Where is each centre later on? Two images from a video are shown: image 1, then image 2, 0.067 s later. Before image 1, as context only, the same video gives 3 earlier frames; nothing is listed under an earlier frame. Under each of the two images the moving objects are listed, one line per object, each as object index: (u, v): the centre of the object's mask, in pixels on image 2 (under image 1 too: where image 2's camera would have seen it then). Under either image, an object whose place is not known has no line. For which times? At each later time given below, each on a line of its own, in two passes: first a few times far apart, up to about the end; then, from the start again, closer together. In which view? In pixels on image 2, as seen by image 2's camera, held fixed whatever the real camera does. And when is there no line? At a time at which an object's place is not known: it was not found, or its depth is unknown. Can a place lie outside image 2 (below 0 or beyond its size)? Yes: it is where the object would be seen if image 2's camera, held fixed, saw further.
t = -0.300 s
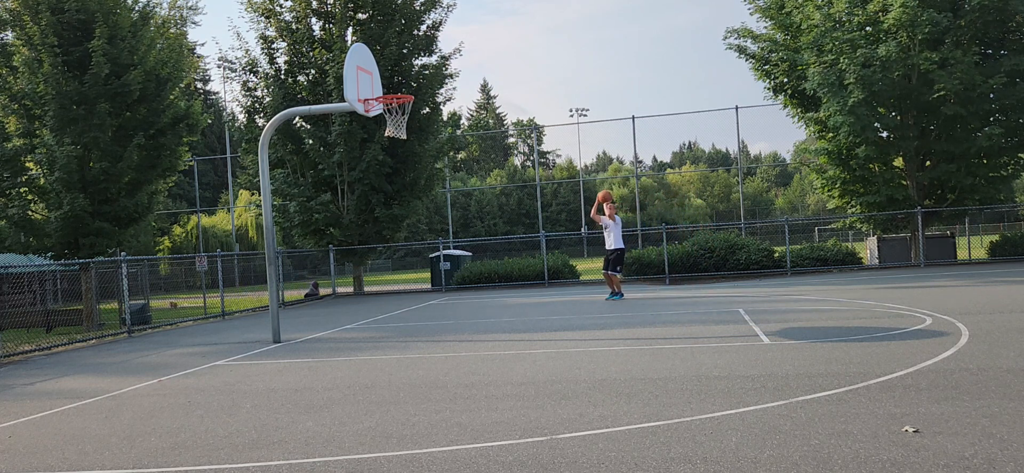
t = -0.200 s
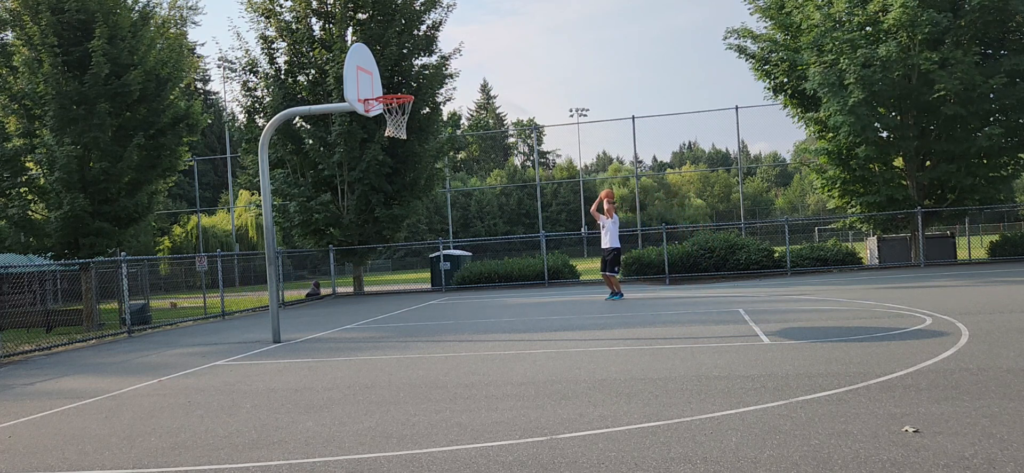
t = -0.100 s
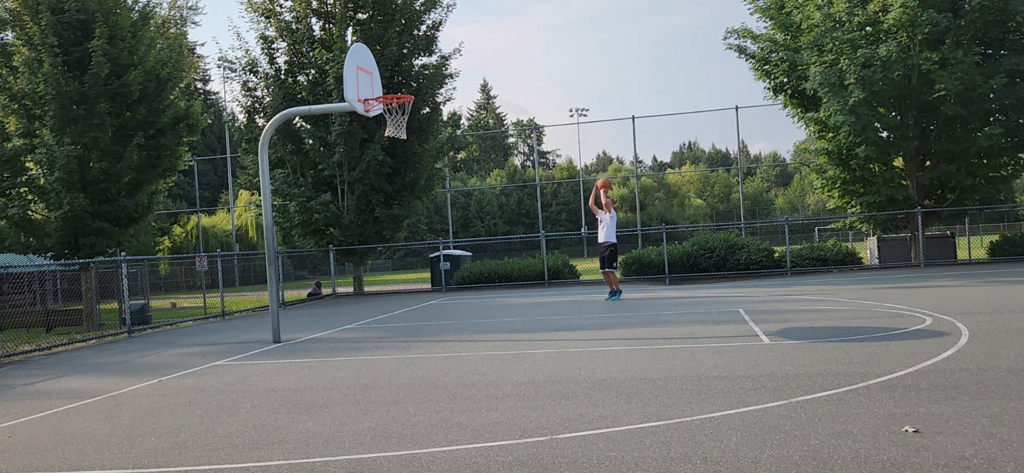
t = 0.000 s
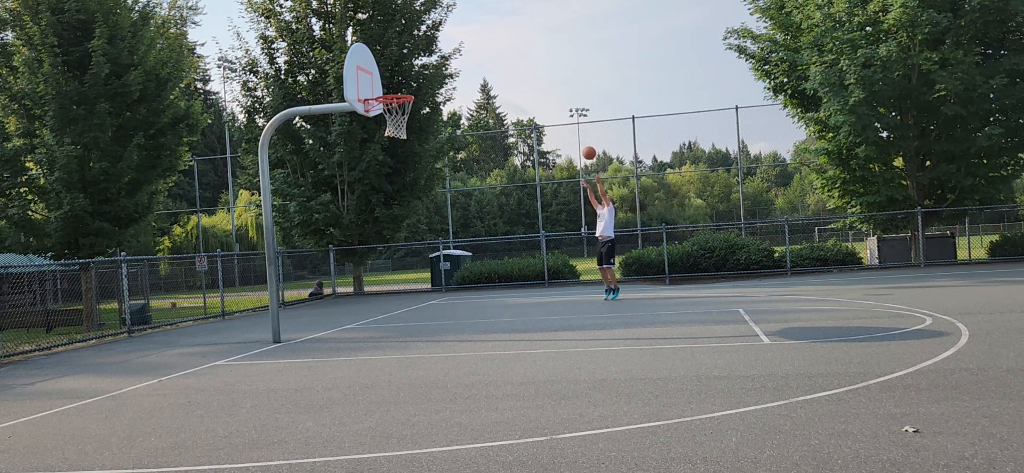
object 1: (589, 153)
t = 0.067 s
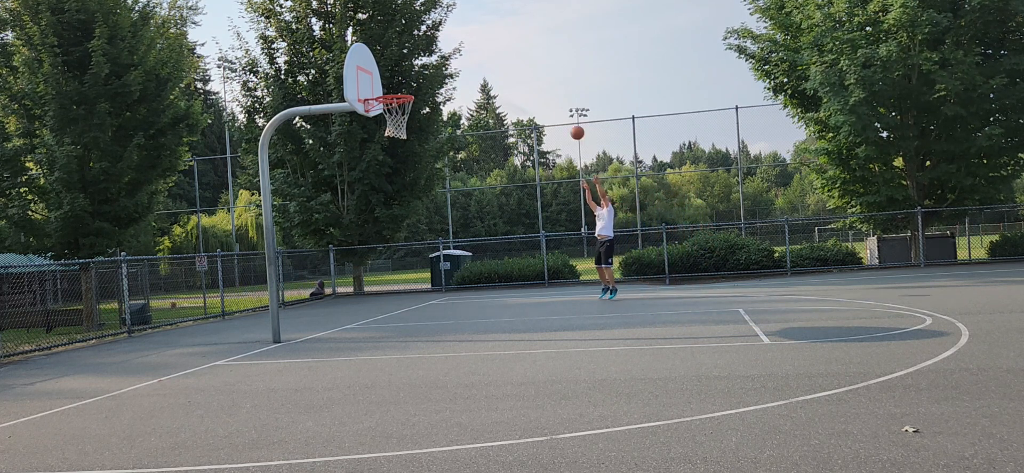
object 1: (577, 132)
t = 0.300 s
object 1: (534, 78)
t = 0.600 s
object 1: (474, 52)
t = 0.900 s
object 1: (408, 87)
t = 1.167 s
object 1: (394, 143)
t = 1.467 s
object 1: (404, 239)
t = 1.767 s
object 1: (410, 271)
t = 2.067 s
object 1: (412, 213)
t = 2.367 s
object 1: (417, 209)
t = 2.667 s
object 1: (424, 252)
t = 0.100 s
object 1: (571, 123)
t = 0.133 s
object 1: (565, 114)
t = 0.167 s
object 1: (559, 106)
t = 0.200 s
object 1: (553, 98)
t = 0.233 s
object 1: (547, 91)
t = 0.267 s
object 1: (540, 84)
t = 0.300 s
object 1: (534, 78)
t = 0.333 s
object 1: (528, 73)
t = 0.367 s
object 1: (521, 68)
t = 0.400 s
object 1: (515, 64)
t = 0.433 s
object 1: (508, 60)
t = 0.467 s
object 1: (501, 57)
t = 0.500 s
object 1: (495, 55)
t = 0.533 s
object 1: (488, 53)
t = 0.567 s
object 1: (481, 52)
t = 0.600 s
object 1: (474, 52)
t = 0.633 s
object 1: (467, 53)
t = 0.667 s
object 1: (460, 55)
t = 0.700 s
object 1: (452, 57)
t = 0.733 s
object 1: (445, 60)
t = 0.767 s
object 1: (438, 64)
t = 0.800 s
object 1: (431, 69)
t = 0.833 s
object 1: (423, 75)
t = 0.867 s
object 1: (415, 81)
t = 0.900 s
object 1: (408, 87)
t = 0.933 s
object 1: (400, 91)
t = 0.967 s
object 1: (399, 103)
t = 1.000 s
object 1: (394, 108)
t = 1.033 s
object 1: (390, 113)
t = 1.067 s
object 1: (390, 118)
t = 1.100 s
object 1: (390, 124)
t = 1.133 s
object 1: (392, 134)
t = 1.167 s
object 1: (394, 143)
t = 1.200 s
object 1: (395, 151)
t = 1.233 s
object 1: (396, 160)
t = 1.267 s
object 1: (397, 170)
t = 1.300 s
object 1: (398, 180)
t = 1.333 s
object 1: (399, 191)
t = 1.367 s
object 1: (401, 202)
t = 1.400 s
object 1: (402, 214)
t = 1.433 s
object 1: (403, 226)
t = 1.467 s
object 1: (404, 239)
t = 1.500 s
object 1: (405, 253)
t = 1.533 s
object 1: (406, 266)
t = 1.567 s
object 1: (407, 281)
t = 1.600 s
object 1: (408, 295)
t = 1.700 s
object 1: (410, 293)
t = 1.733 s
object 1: (410, 282)
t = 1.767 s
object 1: (410, 271)
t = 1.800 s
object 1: (410, 262)
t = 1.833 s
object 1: (410, 253)
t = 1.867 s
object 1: (410, 245)
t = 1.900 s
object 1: (410, 237)
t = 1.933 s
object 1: (411, 231)
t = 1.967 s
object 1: (411, 226)
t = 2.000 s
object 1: (411, 221)
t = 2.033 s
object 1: (412, 217)
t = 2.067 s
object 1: (412, 213)
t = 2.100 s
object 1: (412, 210)
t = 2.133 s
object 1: (413, 208)
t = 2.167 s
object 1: (413, 206)
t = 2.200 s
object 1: (414, 205)
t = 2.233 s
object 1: (414, 205)
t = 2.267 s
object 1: (415, 205)
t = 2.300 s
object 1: (415, 206)
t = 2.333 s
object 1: (416, 207)
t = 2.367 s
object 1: (417, 209)
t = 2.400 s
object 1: (418, 212)
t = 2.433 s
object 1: (418, 215)
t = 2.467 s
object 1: (419, 219)
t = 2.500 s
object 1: (420, 223)
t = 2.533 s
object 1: (421, 228)
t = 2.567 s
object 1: (422, 233)
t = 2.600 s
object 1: (422, 238)
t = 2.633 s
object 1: (423, 245)
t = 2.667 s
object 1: (424, 252)
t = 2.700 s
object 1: (425, 259)
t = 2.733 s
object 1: (426, 267)
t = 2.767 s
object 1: (427, 275)
